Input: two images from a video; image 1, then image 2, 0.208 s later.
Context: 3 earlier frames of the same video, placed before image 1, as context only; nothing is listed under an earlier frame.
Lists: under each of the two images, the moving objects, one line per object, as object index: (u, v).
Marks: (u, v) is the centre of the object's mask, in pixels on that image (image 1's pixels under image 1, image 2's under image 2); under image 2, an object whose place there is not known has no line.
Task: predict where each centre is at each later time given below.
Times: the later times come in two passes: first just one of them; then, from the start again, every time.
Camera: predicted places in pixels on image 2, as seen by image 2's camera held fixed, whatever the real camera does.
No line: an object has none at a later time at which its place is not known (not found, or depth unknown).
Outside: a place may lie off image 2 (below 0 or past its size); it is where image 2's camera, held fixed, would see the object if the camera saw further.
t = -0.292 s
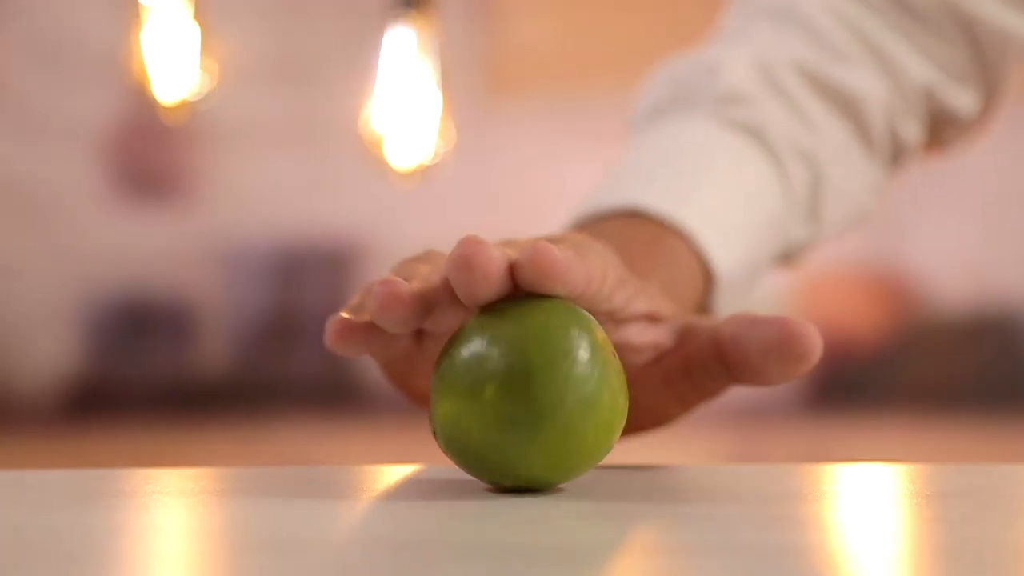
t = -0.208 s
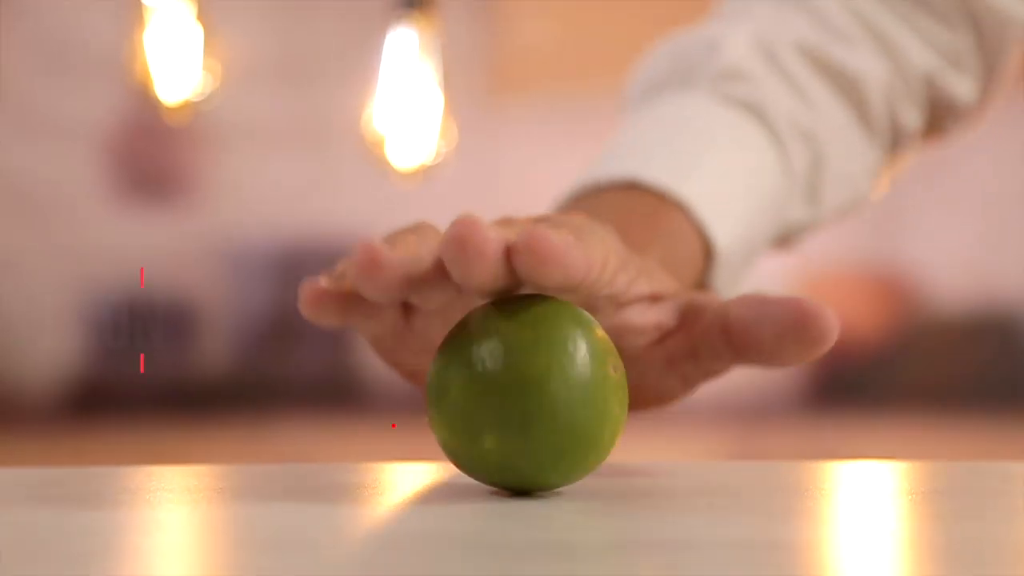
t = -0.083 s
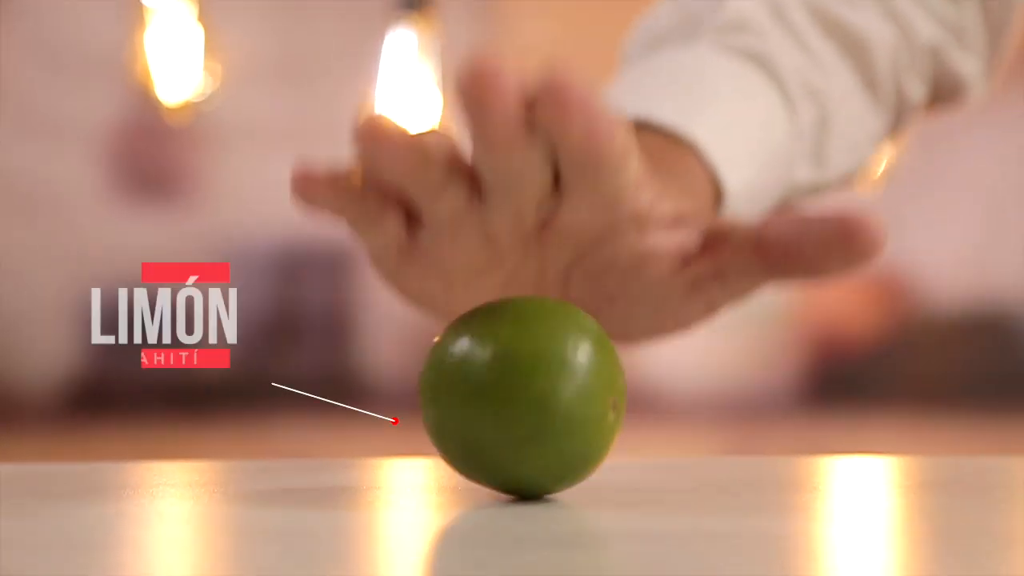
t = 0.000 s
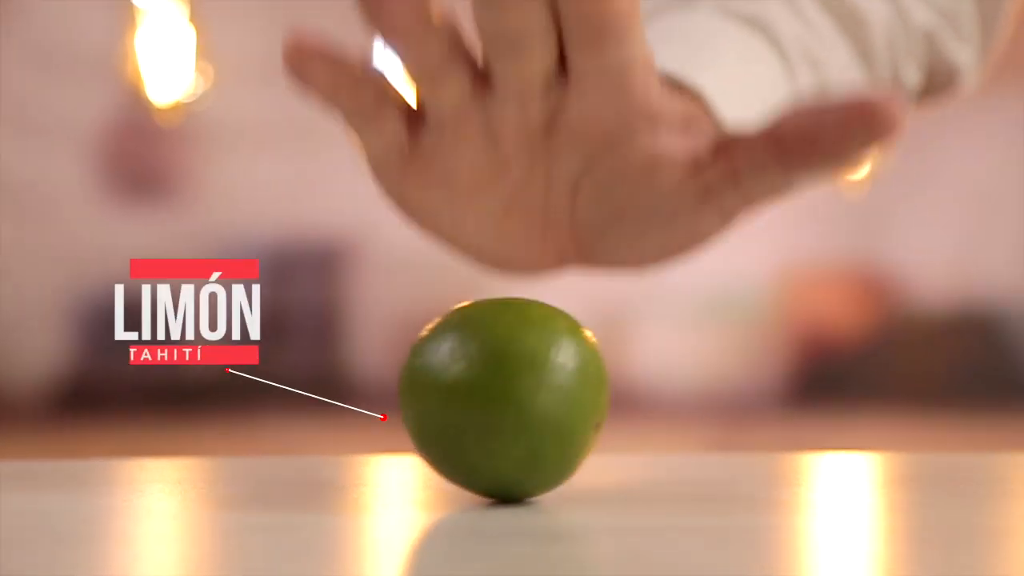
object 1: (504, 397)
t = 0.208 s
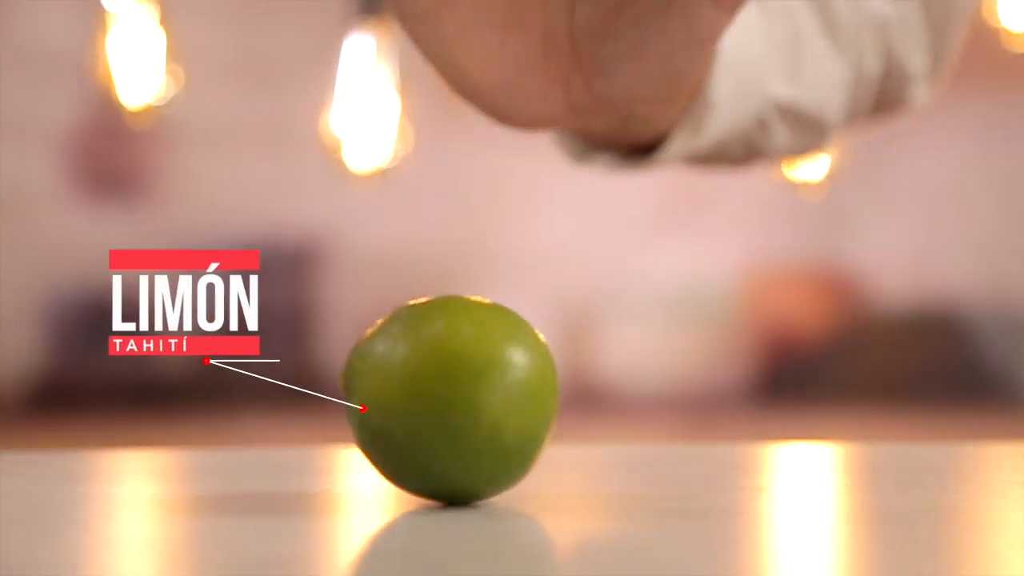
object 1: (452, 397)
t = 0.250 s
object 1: (447, 395)
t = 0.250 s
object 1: (447, 395)
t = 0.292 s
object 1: (446, 397)
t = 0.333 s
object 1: (443, 395)
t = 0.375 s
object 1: (442, 395)
